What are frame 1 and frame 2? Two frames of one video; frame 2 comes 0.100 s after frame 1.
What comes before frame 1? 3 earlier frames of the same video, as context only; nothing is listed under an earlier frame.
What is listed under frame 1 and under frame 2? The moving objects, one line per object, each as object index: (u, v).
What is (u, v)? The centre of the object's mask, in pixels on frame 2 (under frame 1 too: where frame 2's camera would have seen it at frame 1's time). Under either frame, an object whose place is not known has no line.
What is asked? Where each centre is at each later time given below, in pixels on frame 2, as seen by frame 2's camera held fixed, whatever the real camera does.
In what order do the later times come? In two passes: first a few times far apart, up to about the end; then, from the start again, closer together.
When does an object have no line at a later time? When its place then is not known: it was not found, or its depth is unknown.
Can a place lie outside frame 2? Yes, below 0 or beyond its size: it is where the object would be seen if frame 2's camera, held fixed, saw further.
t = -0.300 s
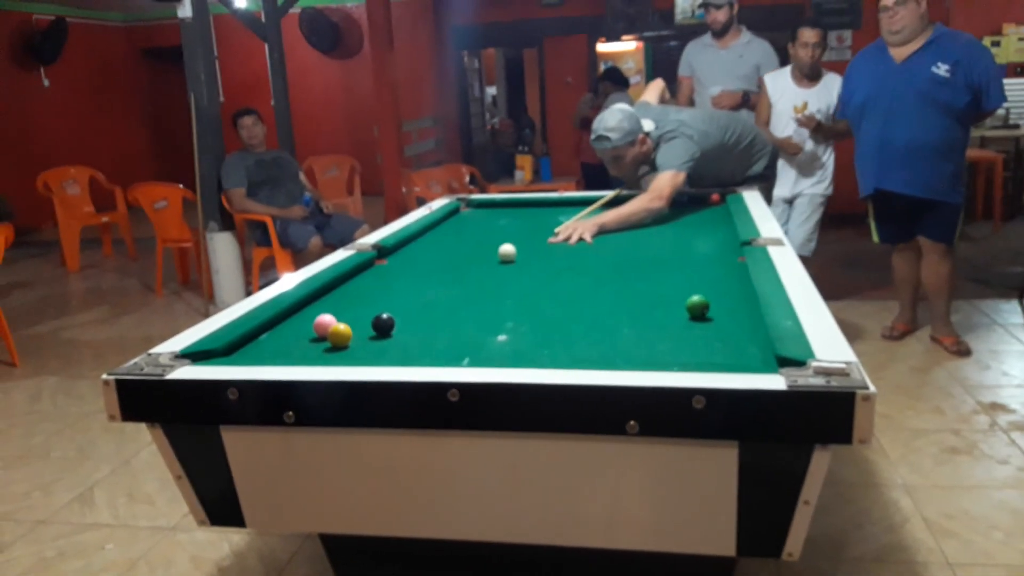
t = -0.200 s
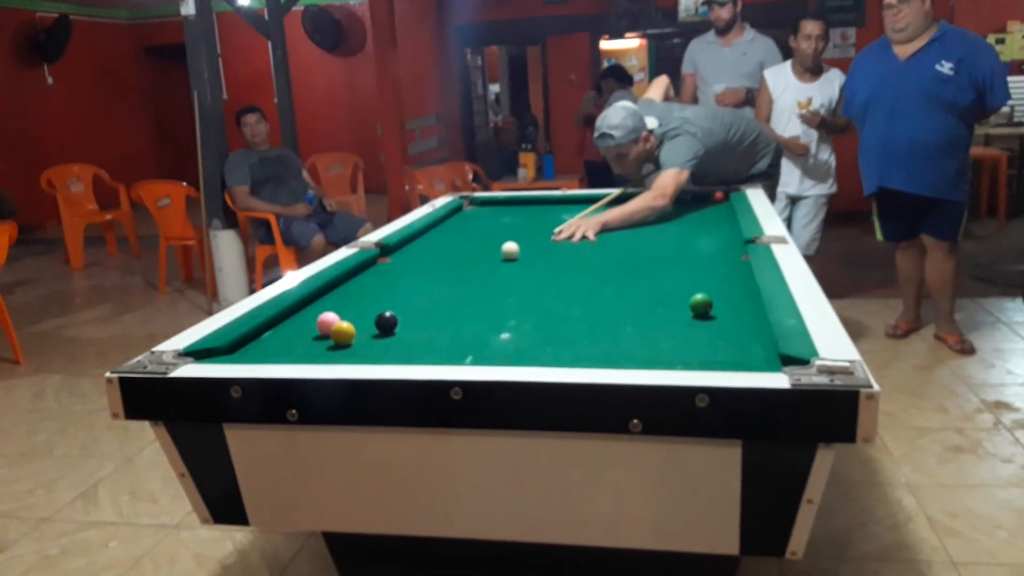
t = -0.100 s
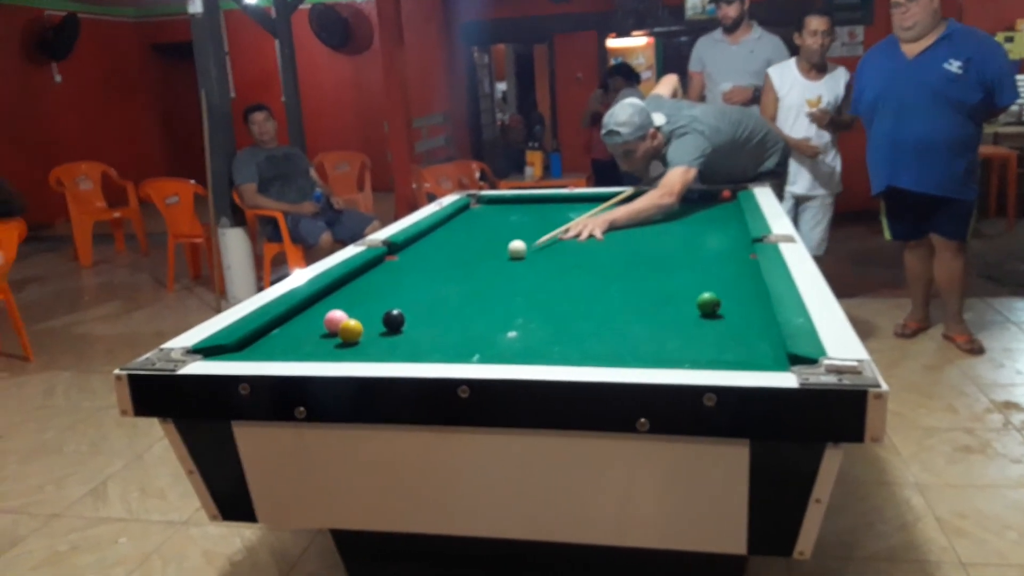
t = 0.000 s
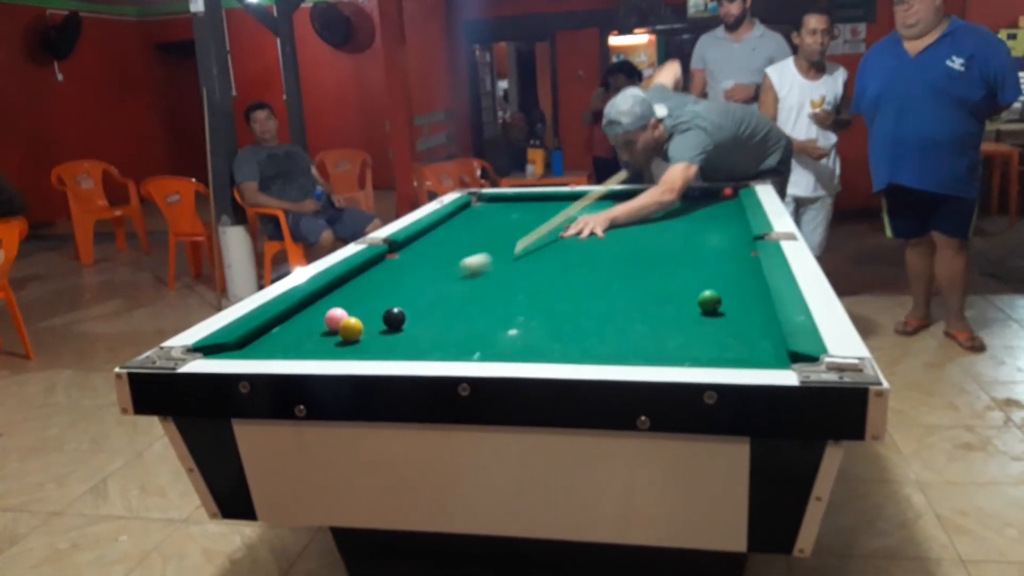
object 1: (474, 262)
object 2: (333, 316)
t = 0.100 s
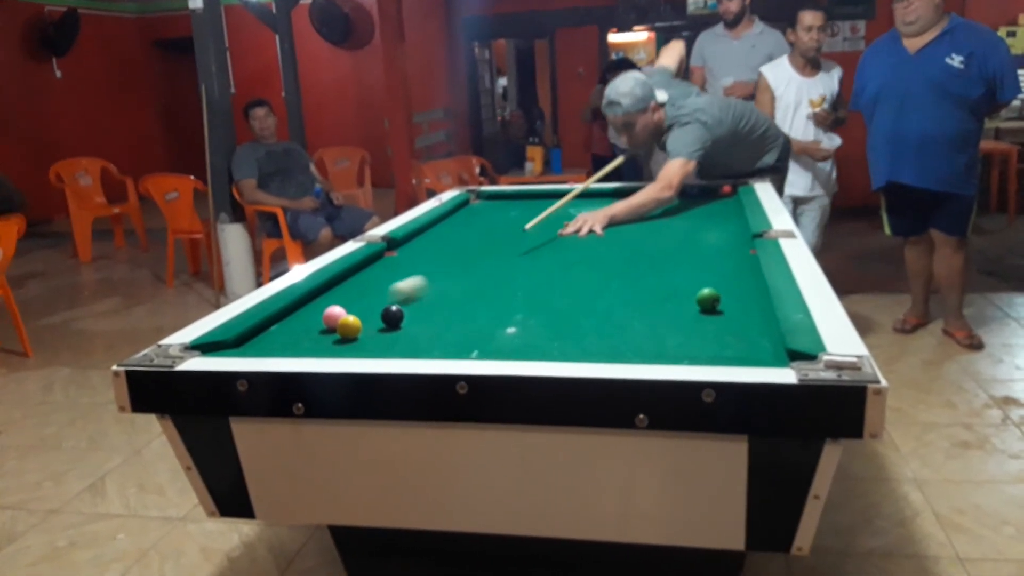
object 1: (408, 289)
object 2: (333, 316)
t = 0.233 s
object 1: (357, 312)
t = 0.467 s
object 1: (372, 319)
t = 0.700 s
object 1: (382, 319)
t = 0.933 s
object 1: (391, 321)
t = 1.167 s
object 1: (397, 321)
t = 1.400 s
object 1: (403, 321)
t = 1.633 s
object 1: (406, 321)
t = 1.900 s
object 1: (407, 321)
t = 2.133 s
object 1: (406, 321)
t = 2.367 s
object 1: (407, 321)
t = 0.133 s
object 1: (384, 298)
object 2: (333, 316)
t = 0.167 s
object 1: (362, 306)
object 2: (332, 316)
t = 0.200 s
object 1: (357, 310)
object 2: (300, 326)
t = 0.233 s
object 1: (357, 312)
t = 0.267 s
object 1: (359, 315)
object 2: (224, 344)
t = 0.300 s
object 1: (361, 317)
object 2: (202, 349)
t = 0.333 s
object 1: (363, 318)
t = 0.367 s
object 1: (366, 318)
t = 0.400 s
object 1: (369, 318)
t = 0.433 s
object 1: (370, 318)
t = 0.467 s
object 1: (372, 319)
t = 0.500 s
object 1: (374, 319)
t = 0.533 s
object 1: (375, 319)
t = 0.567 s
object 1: (376, 319)
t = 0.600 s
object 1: (378, 319)
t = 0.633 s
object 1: (379, 319)
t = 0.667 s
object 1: (381, 319)
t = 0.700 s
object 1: (382, 319)
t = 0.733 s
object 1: (384, 320)
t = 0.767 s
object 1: (385, 320)
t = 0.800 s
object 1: (386, 320)
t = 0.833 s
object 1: (387, 320)
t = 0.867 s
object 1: (388, 320)
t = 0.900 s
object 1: (390, 320)
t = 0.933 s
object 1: (391, 321)
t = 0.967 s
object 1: (392, 321)
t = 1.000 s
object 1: (393, 321)
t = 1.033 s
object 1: (394, 321)
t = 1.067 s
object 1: (395, 321)
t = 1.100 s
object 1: (396, 321)
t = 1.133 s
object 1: (397, 321)
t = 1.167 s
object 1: (397, 321)
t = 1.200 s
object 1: (398, 321)
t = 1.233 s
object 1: (399, 321)
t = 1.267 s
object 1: (400, 321)
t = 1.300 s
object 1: (401, 321)
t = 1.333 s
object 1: (402, 321)
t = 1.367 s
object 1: (402, 321)
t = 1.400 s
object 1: (403, 321)
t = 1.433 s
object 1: (403, 321)
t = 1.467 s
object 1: (404, 321)
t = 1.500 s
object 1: (405, 321)
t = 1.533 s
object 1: (405, 321)
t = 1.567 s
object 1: (405, 321)
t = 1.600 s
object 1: (406, 321)
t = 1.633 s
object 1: (406, 321)
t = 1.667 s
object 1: (406, 321)
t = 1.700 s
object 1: (406, 321)
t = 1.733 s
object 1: (407, 321)
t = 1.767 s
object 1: (407, 322)
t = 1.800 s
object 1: (407, 321)
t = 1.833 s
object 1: (407, 321)
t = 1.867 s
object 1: (407, 321)
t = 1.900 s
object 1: (407, 321)
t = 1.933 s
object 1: (407, 321)
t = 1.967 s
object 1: (406, 321)
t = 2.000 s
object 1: (407, 321)
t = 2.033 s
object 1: (406, 321)
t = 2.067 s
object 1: (406, 321)
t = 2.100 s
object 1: (406, 321)
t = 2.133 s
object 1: (406, 321)
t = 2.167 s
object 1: (406, 321)
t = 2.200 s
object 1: (407, 321)
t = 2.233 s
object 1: (406, 321)
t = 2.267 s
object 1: (406, 321)
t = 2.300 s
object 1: (406, 321)
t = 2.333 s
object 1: (407, 321)
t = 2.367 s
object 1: (407, 321)
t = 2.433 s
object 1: (407, 321)
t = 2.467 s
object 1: (407, 321)
